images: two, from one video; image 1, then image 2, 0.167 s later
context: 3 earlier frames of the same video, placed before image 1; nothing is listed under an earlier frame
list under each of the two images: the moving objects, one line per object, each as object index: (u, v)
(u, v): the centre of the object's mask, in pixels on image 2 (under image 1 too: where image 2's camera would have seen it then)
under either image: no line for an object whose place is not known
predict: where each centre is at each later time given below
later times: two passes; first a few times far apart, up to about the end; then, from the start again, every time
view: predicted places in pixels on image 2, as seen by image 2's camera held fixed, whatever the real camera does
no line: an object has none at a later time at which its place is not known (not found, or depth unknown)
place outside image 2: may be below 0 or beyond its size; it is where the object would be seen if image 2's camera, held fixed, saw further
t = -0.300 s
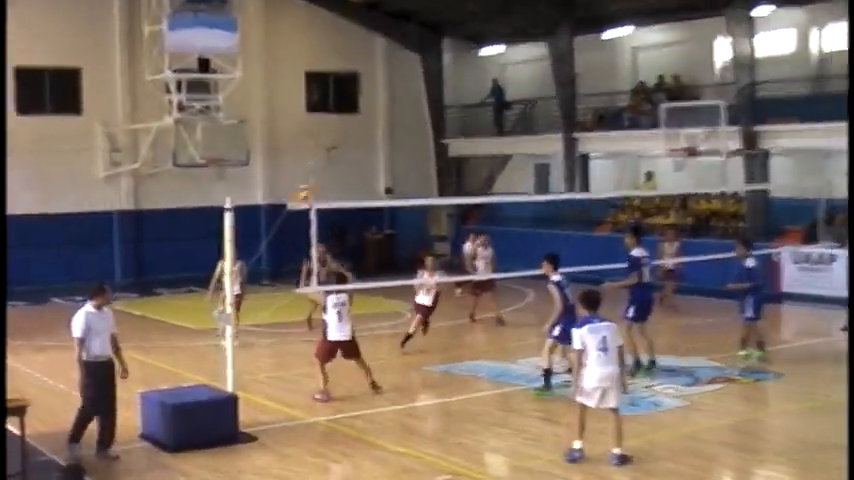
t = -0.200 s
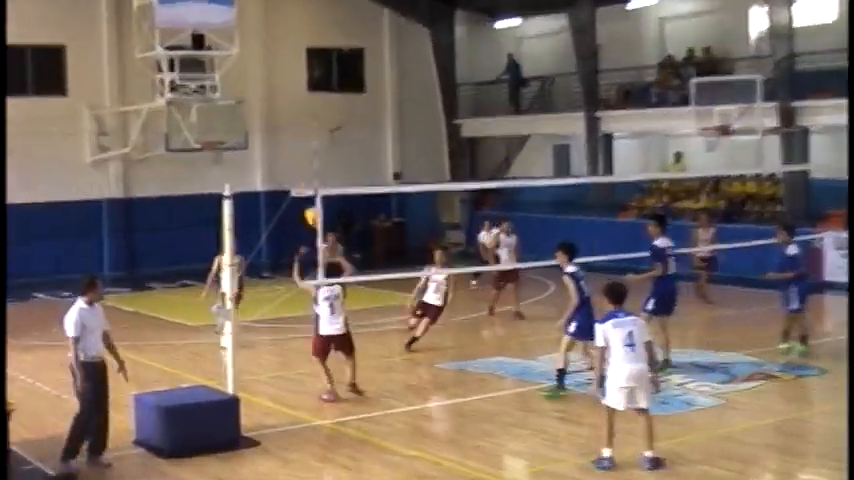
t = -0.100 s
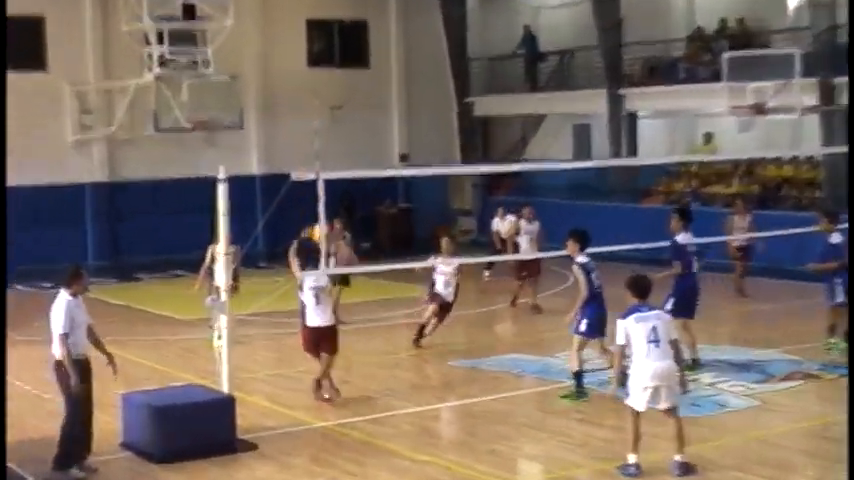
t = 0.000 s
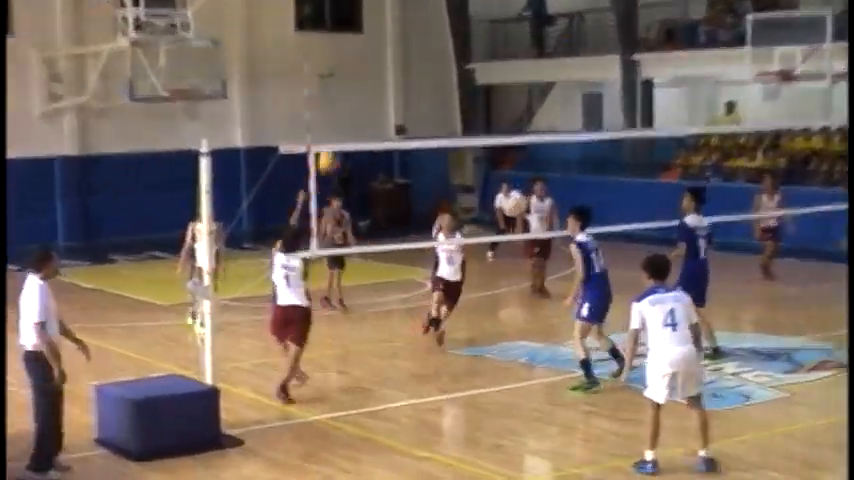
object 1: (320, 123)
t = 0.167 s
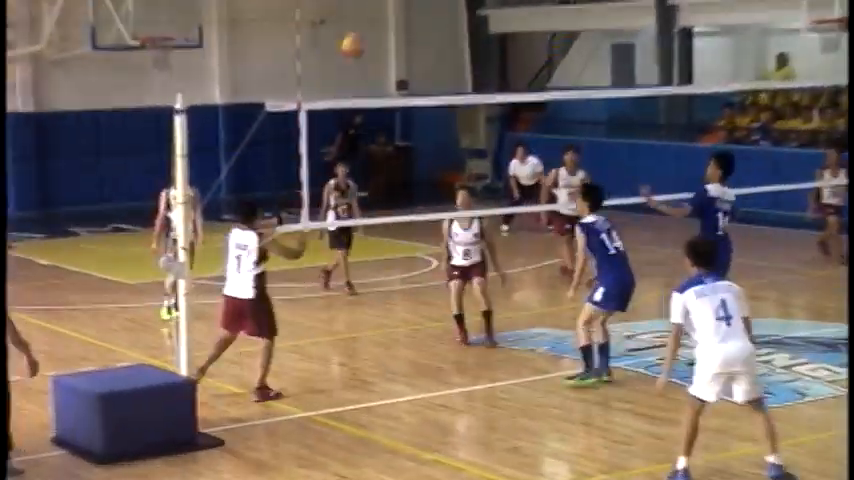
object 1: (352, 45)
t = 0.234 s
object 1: (366, 27)
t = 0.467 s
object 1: (411, 4)
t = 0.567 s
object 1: (428, 12)
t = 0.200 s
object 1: (359, 34)
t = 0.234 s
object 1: (366, 27)
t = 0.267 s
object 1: (374, 21)
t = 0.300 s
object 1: (379, 18)
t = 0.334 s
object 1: (385, 12)
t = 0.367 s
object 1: (391, 5)
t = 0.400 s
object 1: (397, 5)
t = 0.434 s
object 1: (403, 3)
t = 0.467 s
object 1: (411, 4)
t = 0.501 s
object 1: (418, 3)
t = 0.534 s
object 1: (423, 7)
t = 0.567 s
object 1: (428, 12)
